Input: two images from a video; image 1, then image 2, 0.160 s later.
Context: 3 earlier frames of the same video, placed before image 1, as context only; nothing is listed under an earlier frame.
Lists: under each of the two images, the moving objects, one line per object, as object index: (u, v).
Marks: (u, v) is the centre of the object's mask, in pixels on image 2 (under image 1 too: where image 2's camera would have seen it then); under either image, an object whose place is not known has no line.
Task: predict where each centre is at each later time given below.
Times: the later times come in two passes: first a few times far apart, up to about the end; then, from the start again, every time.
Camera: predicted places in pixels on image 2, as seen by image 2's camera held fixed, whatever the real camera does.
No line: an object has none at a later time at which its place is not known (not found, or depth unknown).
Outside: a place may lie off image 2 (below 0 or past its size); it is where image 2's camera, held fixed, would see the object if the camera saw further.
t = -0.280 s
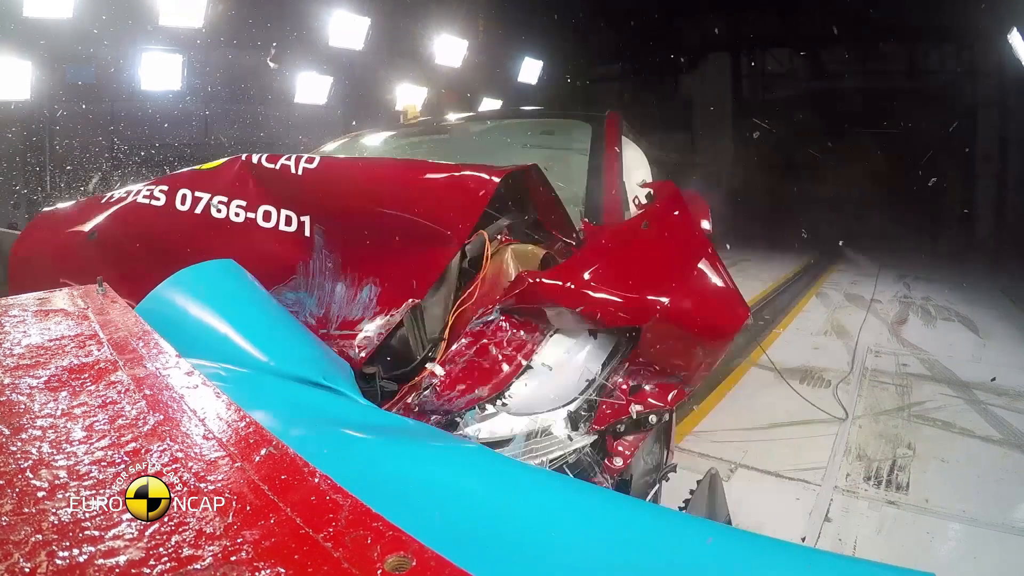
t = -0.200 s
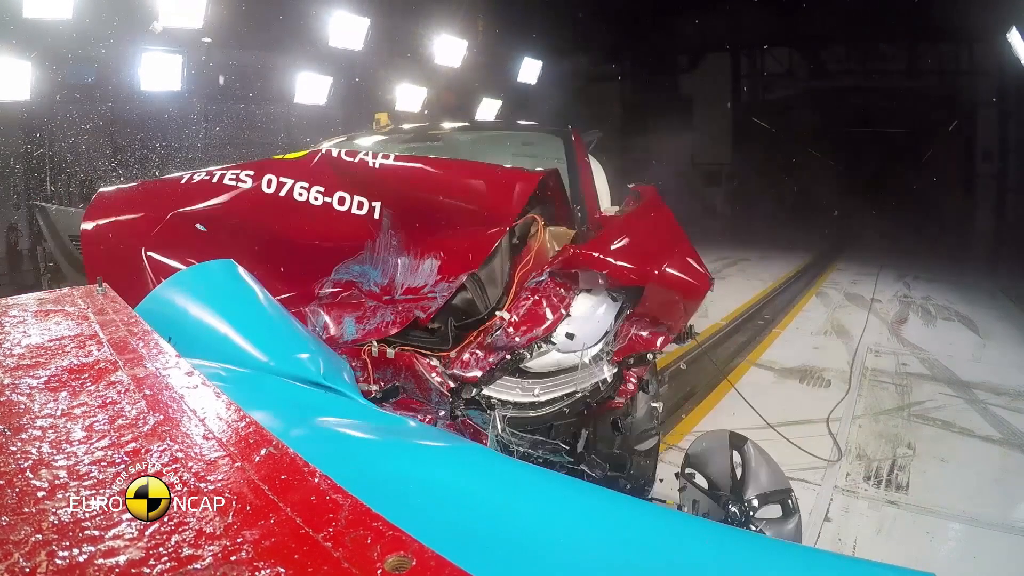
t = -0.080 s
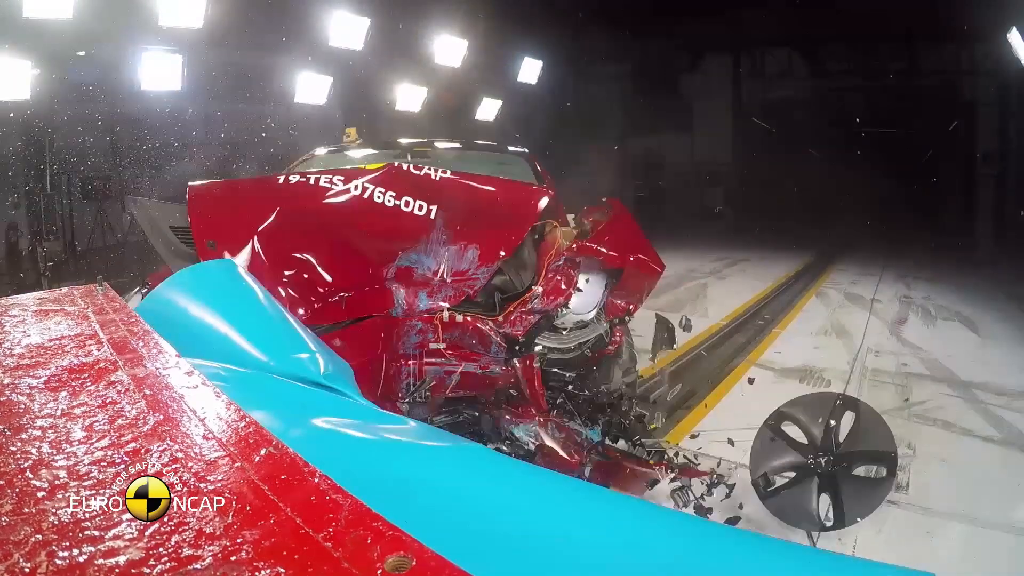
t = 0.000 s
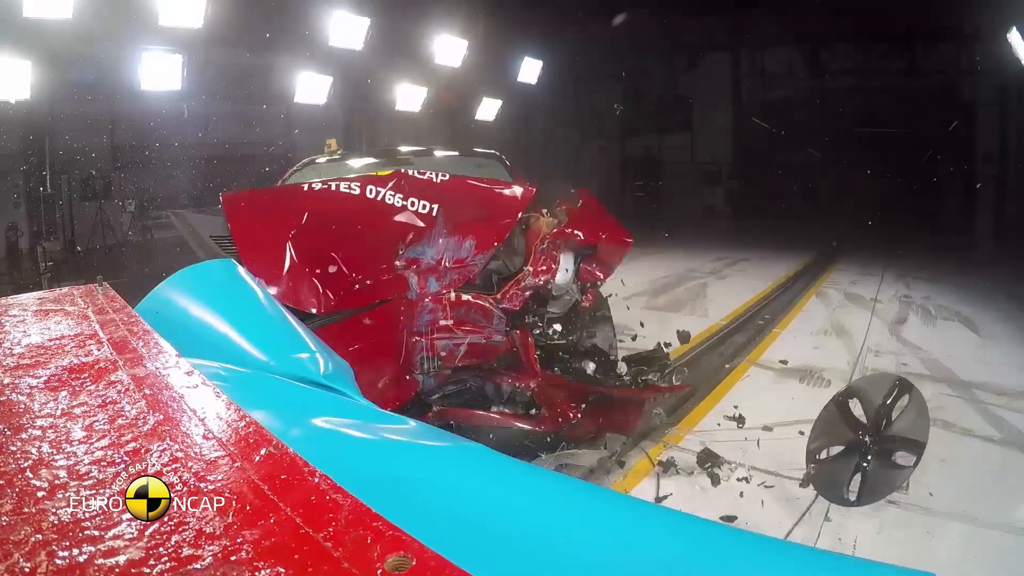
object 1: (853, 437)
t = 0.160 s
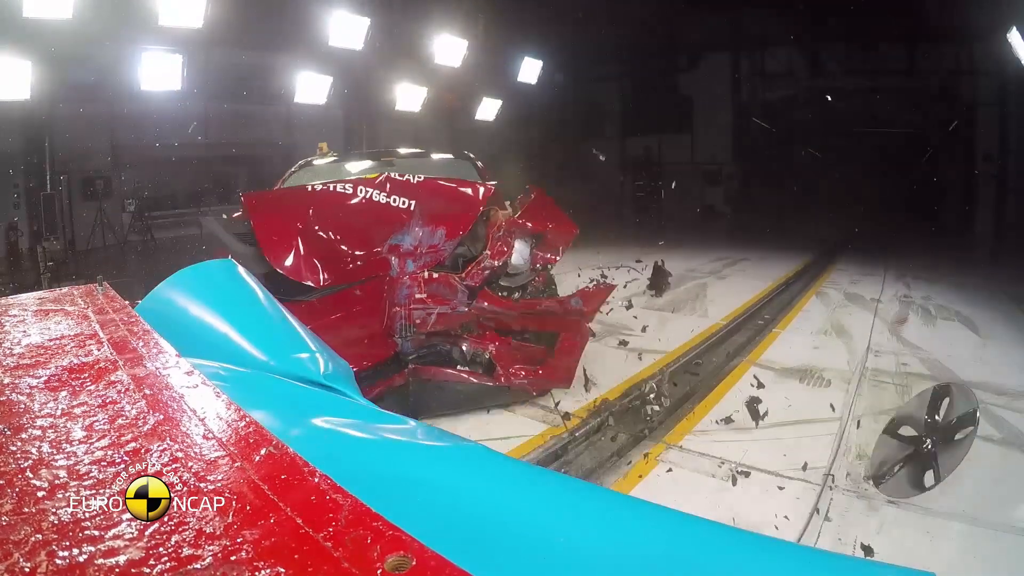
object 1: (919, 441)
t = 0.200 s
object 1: (925, 451)
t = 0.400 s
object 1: (953, 467)
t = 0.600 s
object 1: (968, 462)
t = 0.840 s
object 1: (978, 457)
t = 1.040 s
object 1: (984, 453)
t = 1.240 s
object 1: (984, 451)
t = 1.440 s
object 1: (984, 452)
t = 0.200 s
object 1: (925, 451)
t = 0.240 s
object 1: (927, 457)
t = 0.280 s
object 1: (940, 466)
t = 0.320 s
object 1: (942, 473)
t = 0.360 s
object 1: (950, 472)
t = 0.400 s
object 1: (953, 467)
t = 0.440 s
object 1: (959, 464)
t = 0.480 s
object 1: (962, 462)
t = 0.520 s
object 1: (965, 461)
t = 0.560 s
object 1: (966, 460)
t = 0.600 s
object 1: (968, 462)
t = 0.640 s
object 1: (957, 458)
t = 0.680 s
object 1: (972, 460)
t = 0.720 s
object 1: (975, 458)
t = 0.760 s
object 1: (977, 457)
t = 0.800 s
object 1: (978, 457)
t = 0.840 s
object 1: (978, 457)
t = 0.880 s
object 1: (979, 455)
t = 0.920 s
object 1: (980, 454)
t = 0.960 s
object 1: (981, 454)
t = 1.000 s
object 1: (983, 453)
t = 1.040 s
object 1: (984, 453)
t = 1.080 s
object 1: (984, 453)
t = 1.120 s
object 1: (983, 452)
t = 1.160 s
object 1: (983, 452)
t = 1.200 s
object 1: (983, 452)
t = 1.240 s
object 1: (984, 451)
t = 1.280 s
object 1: (984, 452)
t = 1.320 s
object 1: (984, 451)
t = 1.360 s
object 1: (984, 452)
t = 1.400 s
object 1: (984, 452)
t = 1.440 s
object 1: (984, 452)
